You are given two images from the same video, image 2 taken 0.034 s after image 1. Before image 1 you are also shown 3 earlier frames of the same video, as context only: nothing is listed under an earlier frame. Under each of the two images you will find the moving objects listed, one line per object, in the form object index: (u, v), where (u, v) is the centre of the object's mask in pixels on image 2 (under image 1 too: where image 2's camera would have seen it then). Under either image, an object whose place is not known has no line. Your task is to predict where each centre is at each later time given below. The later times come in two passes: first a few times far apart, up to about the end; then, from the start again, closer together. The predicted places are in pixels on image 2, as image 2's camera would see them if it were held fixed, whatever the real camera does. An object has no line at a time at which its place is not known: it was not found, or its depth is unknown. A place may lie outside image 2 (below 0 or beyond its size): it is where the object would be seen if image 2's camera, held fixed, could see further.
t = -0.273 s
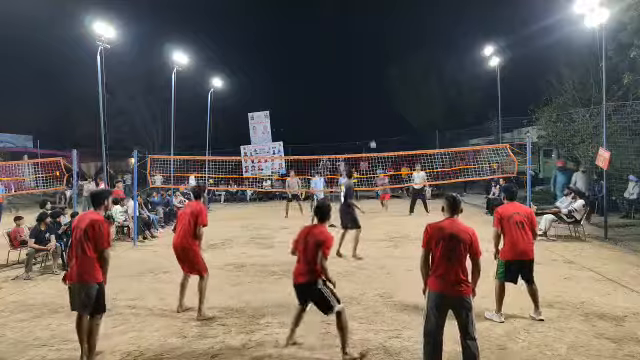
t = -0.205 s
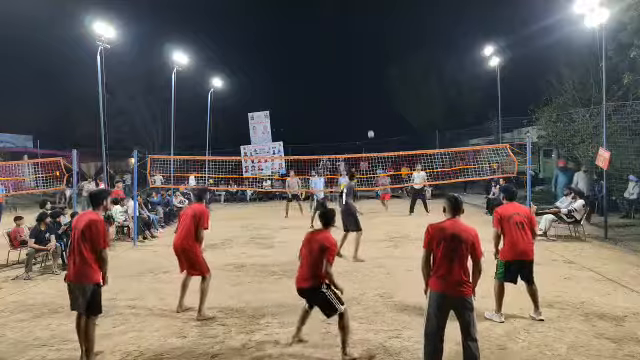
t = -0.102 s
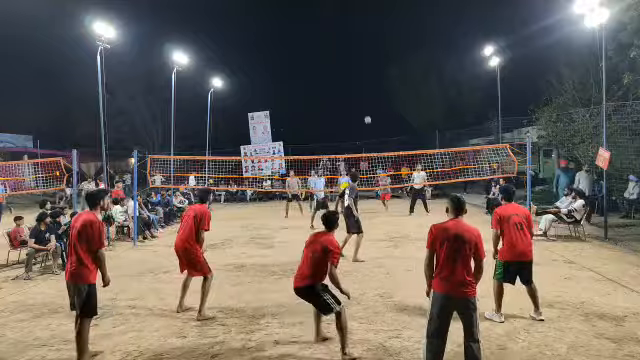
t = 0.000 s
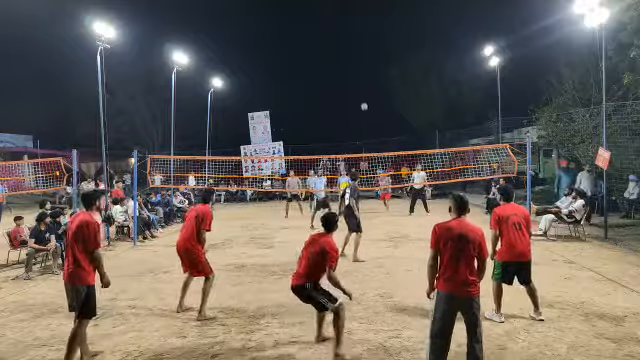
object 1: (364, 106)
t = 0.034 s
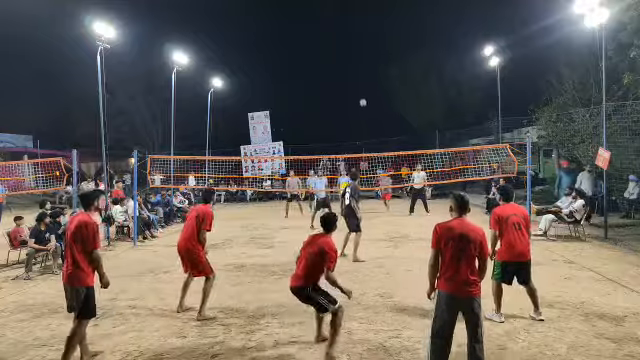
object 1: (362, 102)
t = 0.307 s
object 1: (348, 78)
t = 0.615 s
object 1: (324, 88)
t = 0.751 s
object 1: (309, 114)
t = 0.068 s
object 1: (361, 99)
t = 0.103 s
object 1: (360, 95)
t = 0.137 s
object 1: (358, 92)
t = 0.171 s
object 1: (355, 86)
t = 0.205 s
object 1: (354, 83)
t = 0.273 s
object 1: (350, 79)
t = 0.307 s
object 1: (348, 78)
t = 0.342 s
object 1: (346, 77)
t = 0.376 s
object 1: (344, 76)
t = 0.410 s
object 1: (341, 76)
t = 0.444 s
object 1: (339, 76)
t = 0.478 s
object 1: (337, 77)
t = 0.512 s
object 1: (334, 79)
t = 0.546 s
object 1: (331, 81)
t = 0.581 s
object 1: (328, 84)
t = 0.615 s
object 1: (324, 88)
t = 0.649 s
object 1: (321, 93)
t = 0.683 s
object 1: (318, 99)
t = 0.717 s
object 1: (313, 106)
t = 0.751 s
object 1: (309, 114)
